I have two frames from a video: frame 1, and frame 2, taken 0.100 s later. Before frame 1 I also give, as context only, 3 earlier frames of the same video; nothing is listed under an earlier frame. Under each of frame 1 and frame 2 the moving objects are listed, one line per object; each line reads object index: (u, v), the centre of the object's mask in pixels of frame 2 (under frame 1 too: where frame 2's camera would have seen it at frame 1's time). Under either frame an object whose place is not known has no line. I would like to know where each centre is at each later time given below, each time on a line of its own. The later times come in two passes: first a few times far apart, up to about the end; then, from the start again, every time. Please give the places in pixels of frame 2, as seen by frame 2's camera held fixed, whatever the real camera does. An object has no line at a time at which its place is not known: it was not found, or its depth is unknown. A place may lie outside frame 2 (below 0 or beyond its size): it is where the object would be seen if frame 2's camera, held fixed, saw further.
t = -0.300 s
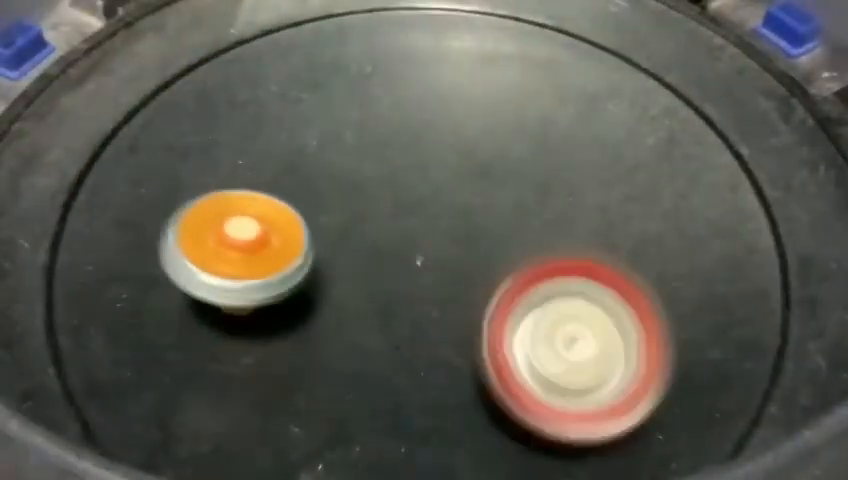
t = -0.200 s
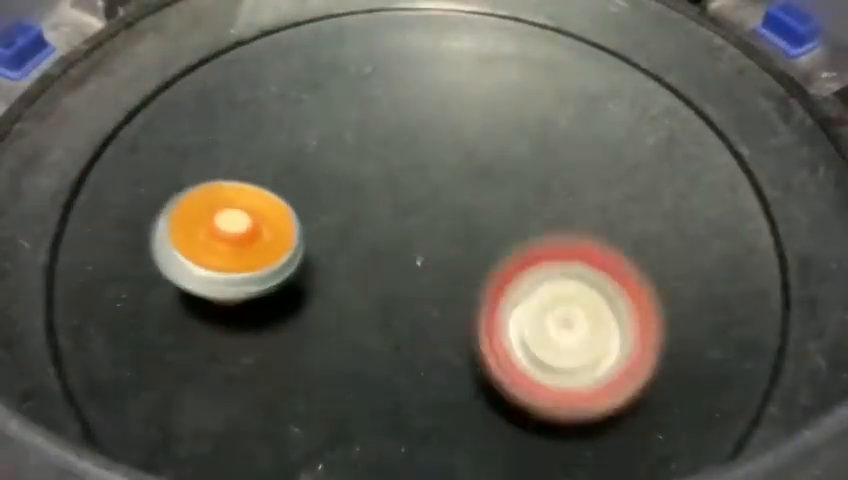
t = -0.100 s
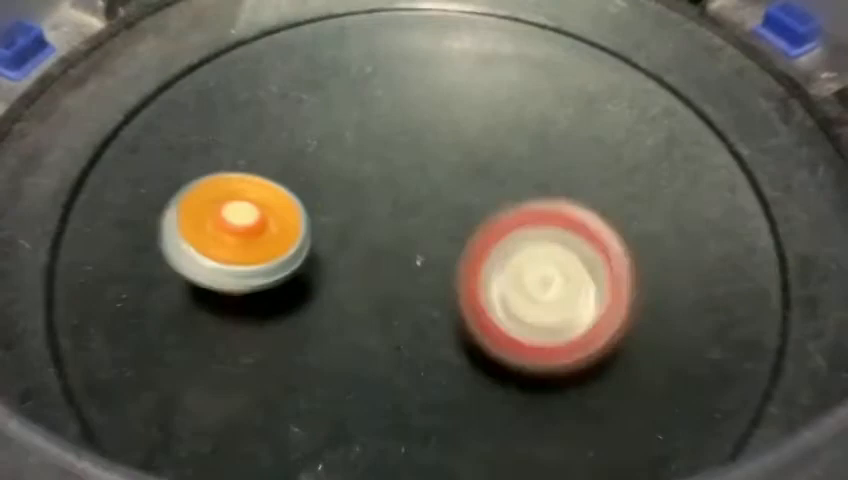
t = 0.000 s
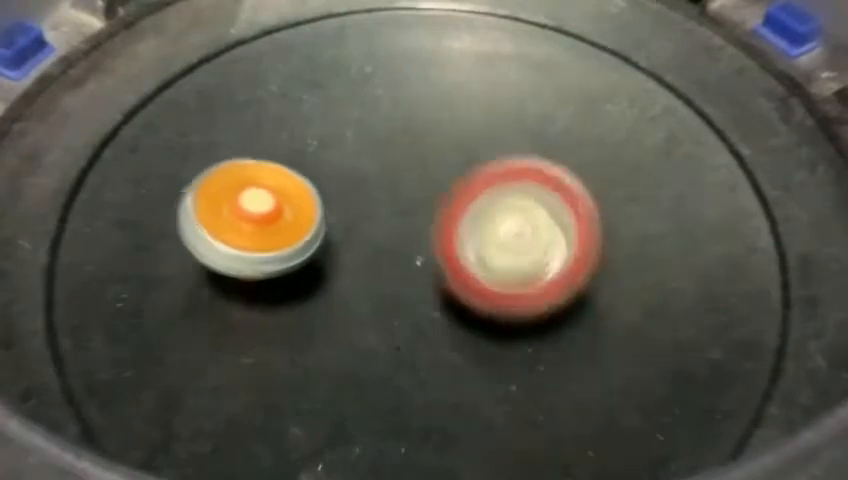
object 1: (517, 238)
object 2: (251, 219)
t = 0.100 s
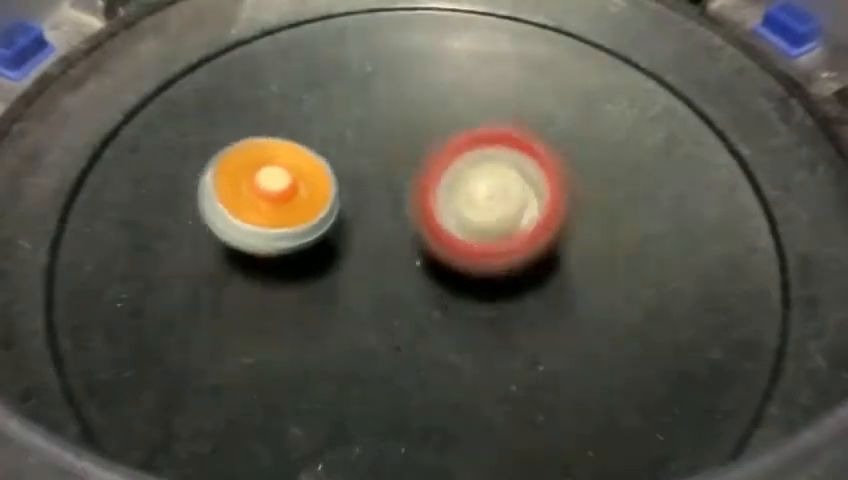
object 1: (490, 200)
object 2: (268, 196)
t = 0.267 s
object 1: (476, 183)
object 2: (307, 152)
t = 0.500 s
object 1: (542, 261)
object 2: (361, 107)
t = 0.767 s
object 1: (671, 320)
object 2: (377, 89)
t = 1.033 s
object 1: (672, 275)
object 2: (433, 116)
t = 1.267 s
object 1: (560, 317)
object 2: (534, 136)
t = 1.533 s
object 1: (421, 385)
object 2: (559, 127)
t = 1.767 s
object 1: (414, 380)
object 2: (533, 204)
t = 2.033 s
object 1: (388, 350)
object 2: (608, 308)
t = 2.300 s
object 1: (308, 322)
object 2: (620, 269)
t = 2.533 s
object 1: (294, 295)
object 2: (482, 292)
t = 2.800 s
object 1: (165, 242)
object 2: (459, 325)
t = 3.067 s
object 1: (206, 267)
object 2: (495, 344)
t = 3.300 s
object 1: (86, 134)
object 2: (693, 247)
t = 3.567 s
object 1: (280, 156)
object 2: (481, 105)
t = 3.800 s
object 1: (83, 153)
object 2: (602, 44)
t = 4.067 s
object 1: (459, 266)
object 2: (483, 104)
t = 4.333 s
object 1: (672, 111)
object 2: (331, 126)
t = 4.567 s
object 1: (468, 22)
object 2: (411, 275)
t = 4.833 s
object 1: (275, 292)
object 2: (614, 275)
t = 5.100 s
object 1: (747, 388)
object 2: (572, 168)
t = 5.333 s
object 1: (764, 139)
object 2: (412, 211)
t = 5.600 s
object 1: (313, 114)
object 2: (387, 343)
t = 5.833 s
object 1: (120, 362)
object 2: (501, 338)
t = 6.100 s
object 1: (588, 389)
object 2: (424, 227)
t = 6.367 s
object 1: (500, 91)
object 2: (296, 243)
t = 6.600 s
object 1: (235, 47)
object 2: (345, 272)
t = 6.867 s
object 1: (222, 319)
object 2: (407, 232)
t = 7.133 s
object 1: (654, 261)
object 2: (423, 190)
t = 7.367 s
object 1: (633, 46)
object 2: (430, 175)
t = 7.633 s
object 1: (306, 99)
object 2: (443, 184)
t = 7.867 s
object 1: (304, 379)
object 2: (461, 201)
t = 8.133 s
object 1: (694, 398)
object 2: (477, 223)
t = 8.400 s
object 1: (559, 124)
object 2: (445, 257)
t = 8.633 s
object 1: (297, 78)
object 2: (424, 341)
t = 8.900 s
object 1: (190, 302)
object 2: (476, 317)
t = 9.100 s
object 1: (452, 415)
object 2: (509, 202)
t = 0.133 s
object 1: (484, 192)
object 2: (274, 187)
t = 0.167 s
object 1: (479, 186)
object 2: (281, 177)
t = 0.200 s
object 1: (476, 182)
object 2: (288, 168)
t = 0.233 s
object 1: (475, 181)
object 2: (297, 160)
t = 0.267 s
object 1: (476, 183)
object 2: (307, 152)
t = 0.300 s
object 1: (479, 189)
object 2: (317, 145)
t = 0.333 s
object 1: (485, 196)
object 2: (326, 138)
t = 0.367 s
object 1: (492, 206)
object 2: (335, 131)
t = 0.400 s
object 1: (501, 218)
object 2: (344, 125)
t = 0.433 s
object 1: (513, 233)
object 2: (351, 119)
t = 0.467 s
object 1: (526, 246)
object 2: (356, 113)
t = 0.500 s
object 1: (542, 261)
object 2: (361, 107)
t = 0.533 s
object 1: (558, 275)
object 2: (364, 102)
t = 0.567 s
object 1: (576, 287)
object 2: (367, 98)
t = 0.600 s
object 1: (594, 299)
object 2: (369, 94)
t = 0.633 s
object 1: (611, 307)
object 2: (371, 91)
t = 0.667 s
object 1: (629, 313)
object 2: (372, 89)
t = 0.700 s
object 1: (644, 318)
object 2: (373, 88)
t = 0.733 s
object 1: (658, 321)
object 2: (374, 88)
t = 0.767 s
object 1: (671, 320)
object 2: (377, 89)
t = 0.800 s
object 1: (681, 317)
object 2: (379, 90)
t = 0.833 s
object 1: (688, 313)
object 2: (382, 92)
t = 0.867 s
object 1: (691, 308)
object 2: (385, 94)
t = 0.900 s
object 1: (693, 300)
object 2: (390, 98)
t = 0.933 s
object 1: (692, 293)
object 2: (398, 102)
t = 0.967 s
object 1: (687, 285)
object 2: (409, 107)
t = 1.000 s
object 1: (681, 280)
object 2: (421, 111)
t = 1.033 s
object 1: (672, 275)
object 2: (433, 116)
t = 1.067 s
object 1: (662, 274)
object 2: (445, 119)
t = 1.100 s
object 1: (649, 276)
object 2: (458, 122)
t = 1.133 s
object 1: (635, 280)
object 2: (472, 125)
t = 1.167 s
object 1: (619, 287)
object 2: (487, 129)
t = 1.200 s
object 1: (600, 296)
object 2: (503, 132)
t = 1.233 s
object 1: (581, 306)
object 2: (518, 135)
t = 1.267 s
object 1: (560, 317)
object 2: (534, 136)
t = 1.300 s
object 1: (540, 329)
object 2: (546, 137)
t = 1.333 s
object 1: (518, 340)
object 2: (556, 136)
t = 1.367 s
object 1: (497, 351)
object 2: (563, 134)
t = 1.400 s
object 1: (479, 360)
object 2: (568, 133)
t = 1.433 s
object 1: (461, 369)
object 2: (570, 131)
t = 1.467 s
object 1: (445, 376)
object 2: (568, 128)
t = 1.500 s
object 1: (432, 381)
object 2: (564, 127)
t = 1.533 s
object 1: (421, 385)
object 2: (559, 127)
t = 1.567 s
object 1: (414, 387)
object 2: (553, 130)
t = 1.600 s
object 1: (410, 388)
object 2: (548, 136)
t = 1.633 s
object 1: (409, 387)
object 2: (543, 145)
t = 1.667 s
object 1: (409, 386)
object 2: (539, 157)
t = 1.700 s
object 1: (410, 384)
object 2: (536, 171)
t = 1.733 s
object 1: (411, 382)
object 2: (533, 188)
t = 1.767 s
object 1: (414, 380)
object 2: (533, 204)
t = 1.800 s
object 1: (417, 377)
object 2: (535, 222)
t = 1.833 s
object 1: (417, 373)
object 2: (540, 239)
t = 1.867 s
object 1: (417, 368)
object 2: (548, 255)
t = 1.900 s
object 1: (414, 365)
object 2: (558, 269)
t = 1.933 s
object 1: (409, 362)
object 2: (570, 282)
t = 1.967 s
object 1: (402, 358)
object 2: (582, 294)
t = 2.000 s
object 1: (396, 354)
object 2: (594, 303)
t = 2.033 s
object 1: (388, 350)
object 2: (608, 308)
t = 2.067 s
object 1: (379, 346)
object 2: (620, 308)
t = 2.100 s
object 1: (366, 342)
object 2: (629, 305)
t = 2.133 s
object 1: (354, 337)
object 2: (636, 300)
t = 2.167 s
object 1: (343, 332)
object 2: (640, 294)
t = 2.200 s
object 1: (331, 329)
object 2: (641, 287)
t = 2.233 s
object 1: (320, 325)
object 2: (637, 280)
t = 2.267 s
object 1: (314, 322)
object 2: (630, 274)
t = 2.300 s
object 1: (308, 322)
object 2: (620, 269)
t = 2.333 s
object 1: (305, 320)
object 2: (605, 266)
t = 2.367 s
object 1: (303, 318)
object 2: (584, 267)
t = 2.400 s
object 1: (301, 316)
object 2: (561, 270)
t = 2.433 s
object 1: (301, 314)
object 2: (538, 273)
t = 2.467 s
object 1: (303, 310)
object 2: (513, 278)
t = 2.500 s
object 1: (306, 304)
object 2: (488, 284)
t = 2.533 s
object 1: (294, 295)
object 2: (482, 292)
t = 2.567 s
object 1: (268, 280)
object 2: (495, 302)
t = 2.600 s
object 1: (245, 269)
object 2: (503, 308)
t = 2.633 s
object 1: (227, 261)
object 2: (502, 313)
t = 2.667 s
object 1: (217, 255)
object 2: (499, 319)
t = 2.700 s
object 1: (204, 249)
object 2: (492, 323)
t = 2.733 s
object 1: (192, 244)
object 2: (479, 326)
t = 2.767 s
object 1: (180, 241)
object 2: (468, 326)
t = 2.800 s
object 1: (165, 242)
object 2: (459, 325)
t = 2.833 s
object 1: (151, 243)
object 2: (452, 325)
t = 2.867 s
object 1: (141, 249)
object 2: (445, 324)
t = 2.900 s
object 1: (136, 261)
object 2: (436, 324)
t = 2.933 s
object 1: (141, 276)
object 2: (429, 324)
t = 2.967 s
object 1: (163, 292)
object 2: (422, 324)
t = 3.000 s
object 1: (198, 299)
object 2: (413, 324)
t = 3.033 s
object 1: (225, 295)
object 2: (426, 329)
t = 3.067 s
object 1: (206, 267)
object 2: (495, 344)
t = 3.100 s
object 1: (182, 235)
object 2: (565, 349)
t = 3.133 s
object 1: (159, 208)
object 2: (622, 349)
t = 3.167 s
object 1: (133, 182)
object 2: (668, 339)
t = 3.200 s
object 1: (109, 161)
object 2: (694, 322)
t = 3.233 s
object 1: (88, 144)
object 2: (707, 301)
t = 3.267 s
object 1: (80, 134)
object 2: (704, 274)
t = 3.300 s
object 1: (86, 134)
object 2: (693, 247)
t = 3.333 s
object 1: (106, 141)
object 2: (675, 220)
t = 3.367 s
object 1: (132, 149)
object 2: (653, 196)
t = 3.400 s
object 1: (157, 157)
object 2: (630, 175)
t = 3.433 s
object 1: (182, 164)
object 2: (602, 154)
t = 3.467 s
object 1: (207, 166)
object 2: (574, 139)
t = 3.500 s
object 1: (232, 166)
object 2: (544, 124)
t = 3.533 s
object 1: (256, 163)
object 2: (514, 115)
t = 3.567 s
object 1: (280, 156)
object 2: (481, 105)
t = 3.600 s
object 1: (301, 147)
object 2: (450, 101)
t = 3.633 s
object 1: (271, 139)
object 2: (474, 85)
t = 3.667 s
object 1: (229, 131)
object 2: (515, 69)
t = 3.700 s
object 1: (183, 125)
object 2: (550, 56)
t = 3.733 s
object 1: (142, 124)
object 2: (574, 47)
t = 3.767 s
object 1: (100, 132)
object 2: (594, 45)
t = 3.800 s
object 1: (83, 153)
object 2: (602, 44)
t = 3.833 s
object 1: (92, 186)
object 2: (604, 45)
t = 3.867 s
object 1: (114, 228)
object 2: (600, 48)
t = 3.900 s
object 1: (151, 260)
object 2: (589, 53)
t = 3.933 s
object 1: (207, 286)
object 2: (573, 61)
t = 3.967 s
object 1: (272, 298)
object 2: (554, 71)
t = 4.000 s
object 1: (339, 299)
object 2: (531, 82)
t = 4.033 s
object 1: (402, 284)
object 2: (508, 92)
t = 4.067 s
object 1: (459, 266)
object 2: (483, 104)
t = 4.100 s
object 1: (501, 237)
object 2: (460, 114)
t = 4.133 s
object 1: (539, 213)
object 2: (436, 118)
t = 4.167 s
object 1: (581, 206)
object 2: (411, 108)
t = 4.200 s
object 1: (616, 194)
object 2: (384, 99)
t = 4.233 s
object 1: (644, 176)
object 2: (364, 96)
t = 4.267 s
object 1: (662, 157)
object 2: (348, 100)
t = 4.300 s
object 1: (671, 135)
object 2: (338, 111)
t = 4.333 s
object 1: (672, 111)
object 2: (331, 126)
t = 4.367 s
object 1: (663, 86)
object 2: (328, 146)
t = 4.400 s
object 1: (649, 62)
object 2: (331, 170)
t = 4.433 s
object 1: (630, 46)
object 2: (338, 192)
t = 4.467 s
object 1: (600, 35)
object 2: (350, 215)
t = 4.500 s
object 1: (562, 24)
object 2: (366, 238)
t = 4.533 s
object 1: (517, 21)
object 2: (387, 258)
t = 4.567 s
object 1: (468, 22)
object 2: (411, 275)
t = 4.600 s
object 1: (419, 26)
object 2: (435, 288)
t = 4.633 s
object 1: (372, 39)
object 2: (463, 298)
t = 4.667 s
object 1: (331, 59)
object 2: (494, 303)
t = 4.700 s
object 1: (297, 96)
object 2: (522, 305)
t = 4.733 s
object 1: (275, 143)
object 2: (549, 303)
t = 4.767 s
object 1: (261, 191)
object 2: (574, 296)
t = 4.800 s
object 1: (259, 239)
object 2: (598, 287)
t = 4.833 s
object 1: (275, 292)
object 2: (614, 275)
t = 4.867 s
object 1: (309, 347)
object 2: (626, 261)
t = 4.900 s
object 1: (357, 390)
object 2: (632, 246)
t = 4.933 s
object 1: (415, 410)
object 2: (637, 230)
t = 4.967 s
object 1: (482, 423)
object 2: (632, 214)
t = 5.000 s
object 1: (566, 428)
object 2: (624, 198)
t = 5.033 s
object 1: (637, 424)
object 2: (610, 186)
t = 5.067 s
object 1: (700, 405)
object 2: (593, 175)
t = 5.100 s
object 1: (747, 388)
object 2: (572, 168)
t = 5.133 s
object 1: (784, 360)
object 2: (549, 166)
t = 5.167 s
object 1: (806, 329)
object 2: (525, 168)
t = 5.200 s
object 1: (815, 282)
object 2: (501, 171)
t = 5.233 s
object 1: (815, 236)
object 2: (477, 178)
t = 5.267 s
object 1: (807, 200)
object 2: (453, 186)
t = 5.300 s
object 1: (792, 172)
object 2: (431, 198)
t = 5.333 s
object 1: (764, 139)
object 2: (412, 211)
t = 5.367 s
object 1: (715, 120)
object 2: (397, 226)
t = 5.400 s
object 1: (656, 100)
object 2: (382, 242)
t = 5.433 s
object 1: (596, 85)
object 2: (374, 260)
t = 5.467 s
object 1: (535, 81)
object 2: (368, 279)
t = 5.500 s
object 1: (477, 79)
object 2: (367, 297)
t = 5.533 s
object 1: (420, 84)
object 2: (369, 314)
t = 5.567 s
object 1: (367, 101)
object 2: (376, 329)
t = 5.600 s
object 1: (313, 114)
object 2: (387, 343)
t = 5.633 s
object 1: (269, 140)
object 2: (400, 355)
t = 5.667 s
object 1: (222, 163)
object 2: (417, 363)
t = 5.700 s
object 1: (181, 198)
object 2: (438, 368)
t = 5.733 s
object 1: (148, 233)
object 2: (457, 368)
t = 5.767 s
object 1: (129, 273)
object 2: (476, 362)
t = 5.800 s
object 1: (117, 313)
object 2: (491, 351)
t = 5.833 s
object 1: (120, 362)
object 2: (501, 338)
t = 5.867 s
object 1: (143, 395)
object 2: (505, 323)
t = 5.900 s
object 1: (184, 417)
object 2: (502, 307)
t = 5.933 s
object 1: (237, 430)
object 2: (494, 290)
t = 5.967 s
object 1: (319, 439)
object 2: (484, 273)
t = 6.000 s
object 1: (402, 439)
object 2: (472, 258)
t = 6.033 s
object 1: (485, 430)
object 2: (458, 247)
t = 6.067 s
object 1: (543, 415)
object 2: (442, 236)
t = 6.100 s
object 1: (588, 389)
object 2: (424, 227)
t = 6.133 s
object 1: (614, 342)
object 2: (404, 220)
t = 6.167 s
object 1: (620, 295)
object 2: (384, 216)
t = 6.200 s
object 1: (615, 250)
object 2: (365, 214)
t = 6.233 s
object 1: (601, 211)
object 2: (347, 215)
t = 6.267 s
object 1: (582, 173)
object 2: (330, 218)
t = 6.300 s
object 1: (558, 143)
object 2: (317, 225)
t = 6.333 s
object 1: (530, 115)
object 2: (305, 233)
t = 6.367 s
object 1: (500, 91)
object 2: (296, 243)
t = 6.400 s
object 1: (467, 74)
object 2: (293, 253)
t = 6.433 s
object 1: (432, 58)
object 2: (296, 262)
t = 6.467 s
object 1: (396, 48)
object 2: (302, 267)
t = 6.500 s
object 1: (357, 44)
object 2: (310, 271)
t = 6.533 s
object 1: (316, 41)
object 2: (321, 272)
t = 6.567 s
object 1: (277, 43)
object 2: (333, 273)
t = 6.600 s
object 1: (235, 47)
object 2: (345, 272)
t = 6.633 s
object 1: (195, 56)
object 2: (356, 269)
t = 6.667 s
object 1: (161, 75)
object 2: (368, 265)
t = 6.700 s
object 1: (134, 107)
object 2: (378, 260)
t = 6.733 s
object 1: (119, 145)
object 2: (386, 255)
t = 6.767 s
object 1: (120, 193)
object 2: (394, 249)
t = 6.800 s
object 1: (140, 240)
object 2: (399, 243)
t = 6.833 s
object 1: (175, 283)
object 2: (404, 238)
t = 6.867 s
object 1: (222, 319)
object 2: (407, 232)
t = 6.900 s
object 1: (286, 347)
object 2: (410, 226)
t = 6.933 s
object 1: (352, 363)
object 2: (413, 220)
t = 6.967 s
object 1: (416, 365)
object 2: (416, 214)
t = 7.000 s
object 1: (483, 359)
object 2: (418, 208)
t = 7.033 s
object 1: (539, 345)
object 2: (420, 203)
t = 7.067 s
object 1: (590, 321)
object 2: (422, 198)
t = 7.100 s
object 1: (629, 291)
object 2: (422, 194)
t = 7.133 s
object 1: (654, 261)
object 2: (423, 190)
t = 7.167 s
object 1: (677, 225)
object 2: (424, 186)
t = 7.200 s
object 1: (690, 190)
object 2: (425, 183)
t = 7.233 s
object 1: (694, 158)
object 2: (427, 180)
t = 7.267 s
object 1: (691, 123)
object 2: (428, 178)
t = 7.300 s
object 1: (678, 91)
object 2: (428, 176)
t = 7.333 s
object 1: (660, 64)
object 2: (429, 176)
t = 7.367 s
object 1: (633, 46)
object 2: (430, 175)
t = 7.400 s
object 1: (601, 35)
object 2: (430, 174)
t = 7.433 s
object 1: (560, 28)
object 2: (432, 175)
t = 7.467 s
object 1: (515, 27)
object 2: (433, 175)
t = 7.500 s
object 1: (468, 29)
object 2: (435, 176)
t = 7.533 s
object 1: (420, 35)
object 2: (437, 178)
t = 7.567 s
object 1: (376, 47)
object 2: (439, 180)
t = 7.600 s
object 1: (339, 65)
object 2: (441, 182)
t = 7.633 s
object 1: (306, 99)
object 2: (443, 184)
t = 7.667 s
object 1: (280, 131)
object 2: (445, 187)
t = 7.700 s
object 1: (262, 173)
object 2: (448, 189)
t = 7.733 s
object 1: (254, 214)
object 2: (451, 191)
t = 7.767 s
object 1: (250, 258)
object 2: (454, 193)
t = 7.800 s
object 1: (260, 305)
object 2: (456, 195)
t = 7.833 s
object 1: (276, 343)
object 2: (459, 198)
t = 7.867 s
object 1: (304, 379)
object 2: (461, 201)
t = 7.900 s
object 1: (342, 403)
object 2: (464, 203)
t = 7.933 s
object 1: (382, 415)
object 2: (466, 206)
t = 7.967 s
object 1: (439, 426)
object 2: (468, 209)
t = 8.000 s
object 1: (493, 431)
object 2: (470, 212)
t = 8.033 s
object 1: (551, 433)
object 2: (472, 215)
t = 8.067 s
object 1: (608, 430)
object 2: (473, 218)
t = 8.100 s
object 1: (659, 417)
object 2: (475, 221)
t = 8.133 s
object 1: (694, 398)
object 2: (477, 223)
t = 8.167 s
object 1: (719, 367)
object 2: (479, 223)
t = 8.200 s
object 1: (727, 322)
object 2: (479, 226)
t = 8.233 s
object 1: (713, 278)
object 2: (479, 228)
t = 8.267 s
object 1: (693, 234)
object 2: (479, 231)
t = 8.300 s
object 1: (657, 204)
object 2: (478, 234)
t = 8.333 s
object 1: (619, 177)
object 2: (478, 237)
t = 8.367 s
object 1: (588, 145)
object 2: (467, 245)
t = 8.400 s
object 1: (559, 124)
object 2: (445, 257)
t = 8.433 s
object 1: (523, 106)
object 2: (429, 269)
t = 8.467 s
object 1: (488, 88)
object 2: (417, 281)
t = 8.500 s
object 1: (451, 76)
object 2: (411, 292)
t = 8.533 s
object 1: (411, 68)
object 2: (408, 305)
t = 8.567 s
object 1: (374, 65)
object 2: (410, 317)
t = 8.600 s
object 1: (335, 69)
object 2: (415, 330)
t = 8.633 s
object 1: (297, 78)
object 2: (424, 341)
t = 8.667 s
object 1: (259, 88)
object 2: (436, 349)
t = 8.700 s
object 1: (225, 106)
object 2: (449, 353)
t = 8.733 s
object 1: (197, 127)
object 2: (460, 353)
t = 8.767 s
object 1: (175, 156)
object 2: (468, 349)
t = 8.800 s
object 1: (160, 190)
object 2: (472, 344)
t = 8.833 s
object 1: (158, 225)
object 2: (475, 337)
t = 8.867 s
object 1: (168, 266)
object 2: (477, 328)
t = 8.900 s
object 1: (190, 302)
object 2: (476, 317)
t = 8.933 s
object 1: (224, 335)
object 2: (475, 305)
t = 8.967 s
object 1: (270, 364)
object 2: (473, 293)
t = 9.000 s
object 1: (323, 381)
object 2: (468, 282)
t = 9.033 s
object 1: (373, 392)
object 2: (469, 266)
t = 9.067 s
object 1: (407, 406)
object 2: (492, 234)
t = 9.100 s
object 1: (452, 415)
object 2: (509, 202)
